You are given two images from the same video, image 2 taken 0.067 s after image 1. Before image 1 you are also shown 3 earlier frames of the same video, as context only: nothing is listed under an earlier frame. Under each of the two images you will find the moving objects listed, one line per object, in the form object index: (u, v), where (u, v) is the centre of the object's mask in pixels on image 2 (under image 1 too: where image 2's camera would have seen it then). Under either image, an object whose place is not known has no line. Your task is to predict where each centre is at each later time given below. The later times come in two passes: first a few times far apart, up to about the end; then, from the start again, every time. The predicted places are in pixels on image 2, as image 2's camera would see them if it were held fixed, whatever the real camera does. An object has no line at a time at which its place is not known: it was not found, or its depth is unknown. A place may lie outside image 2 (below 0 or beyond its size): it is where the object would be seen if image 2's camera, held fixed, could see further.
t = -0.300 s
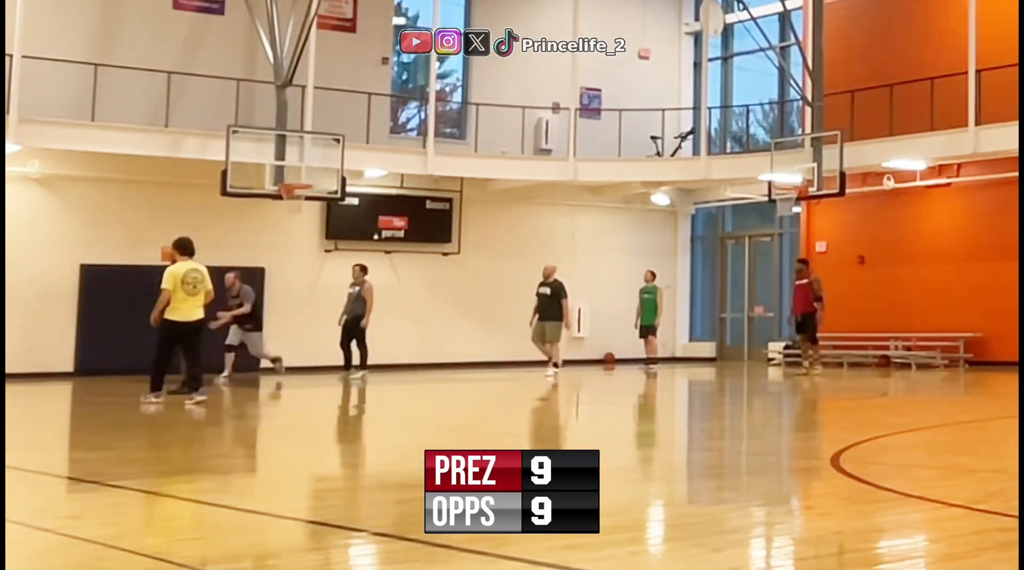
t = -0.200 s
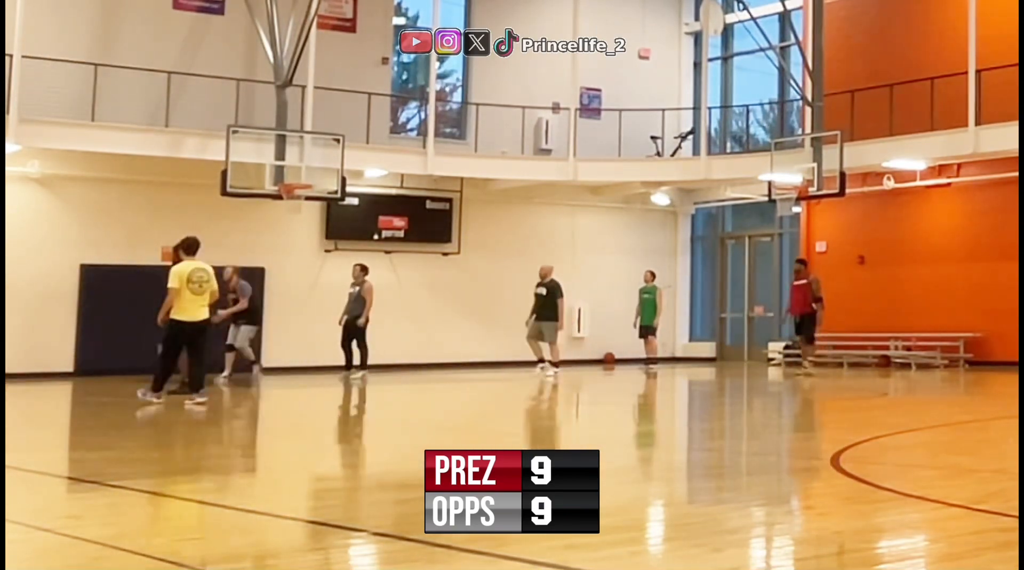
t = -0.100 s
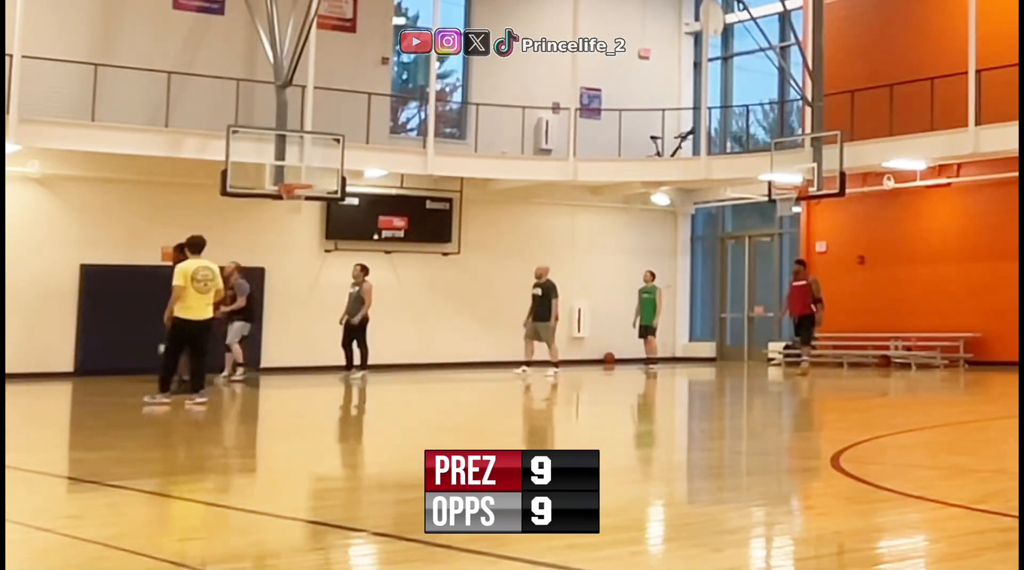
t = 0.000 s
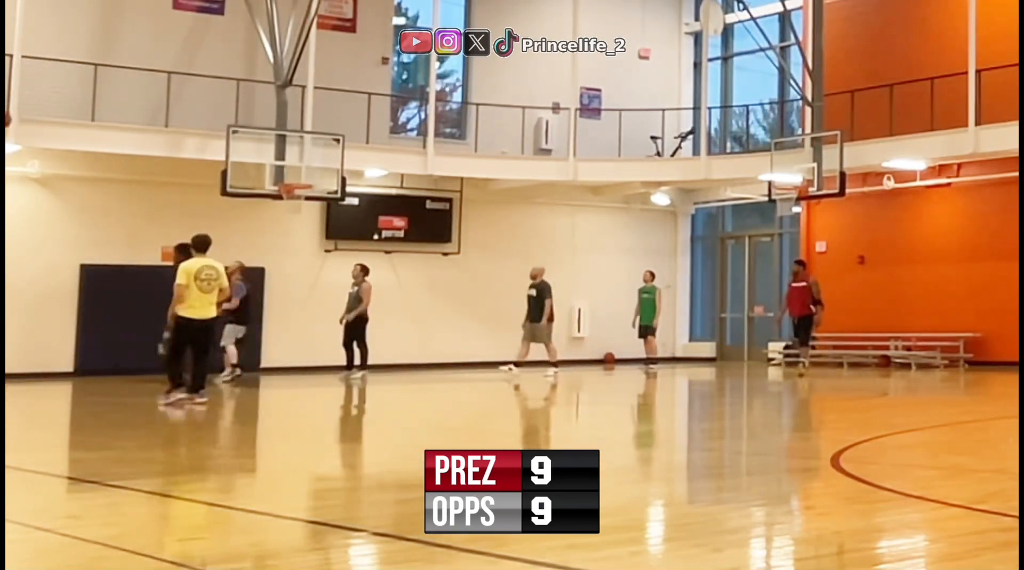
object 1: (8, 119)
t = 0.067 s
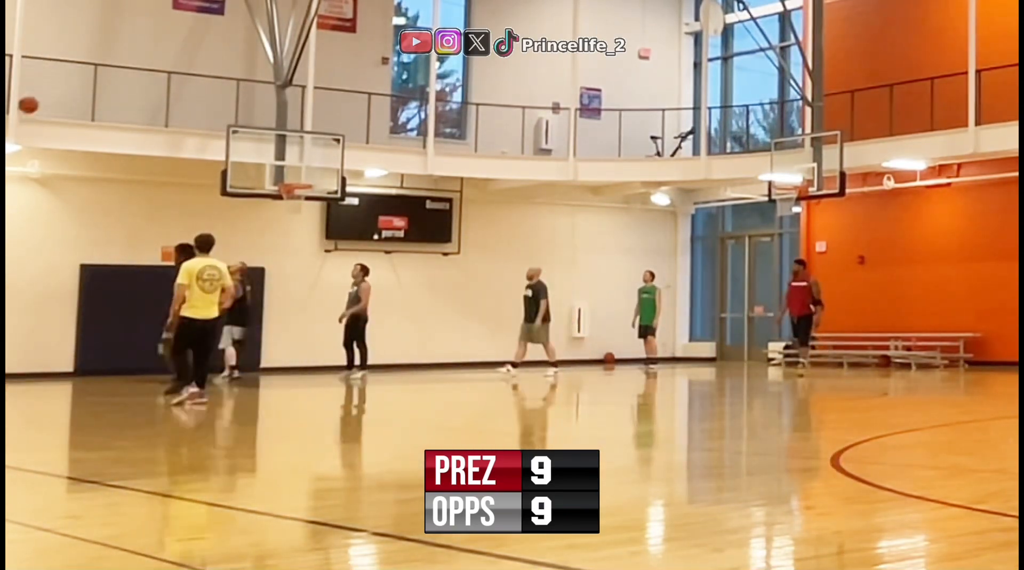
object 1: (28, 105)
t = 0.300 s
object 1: (114, 82)
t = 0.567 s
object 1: (198, 99)
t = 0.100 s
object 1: (41, 99)
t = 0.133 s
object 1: (54, 94)
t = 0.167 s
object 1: (66, 90)
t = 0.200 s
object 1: (78, 87)
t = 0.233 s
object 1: (90, 84)
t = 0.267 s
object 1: (102, 82)
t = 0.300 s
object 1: (114, 82)
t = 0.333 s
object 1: (125, 82)
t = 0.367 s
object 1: (136, 82)
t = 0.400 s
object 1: (146, 83)
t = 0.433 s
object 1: (157, 85)
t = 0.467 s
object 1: (167, 87)
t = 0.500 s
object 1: (178, 91)
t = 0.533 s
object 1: (188, 95)
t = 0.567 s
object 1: (198, 99)
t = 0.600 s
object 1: (207, 105)
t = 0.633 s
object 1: (217, 110)
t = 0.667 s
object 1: (227, 117)
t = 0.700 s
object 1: (236, 125)
